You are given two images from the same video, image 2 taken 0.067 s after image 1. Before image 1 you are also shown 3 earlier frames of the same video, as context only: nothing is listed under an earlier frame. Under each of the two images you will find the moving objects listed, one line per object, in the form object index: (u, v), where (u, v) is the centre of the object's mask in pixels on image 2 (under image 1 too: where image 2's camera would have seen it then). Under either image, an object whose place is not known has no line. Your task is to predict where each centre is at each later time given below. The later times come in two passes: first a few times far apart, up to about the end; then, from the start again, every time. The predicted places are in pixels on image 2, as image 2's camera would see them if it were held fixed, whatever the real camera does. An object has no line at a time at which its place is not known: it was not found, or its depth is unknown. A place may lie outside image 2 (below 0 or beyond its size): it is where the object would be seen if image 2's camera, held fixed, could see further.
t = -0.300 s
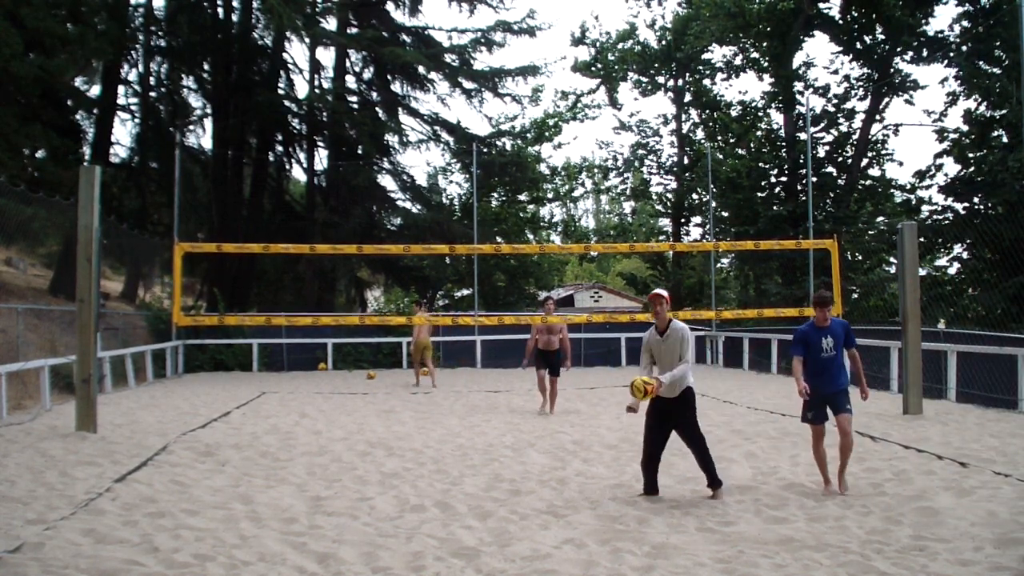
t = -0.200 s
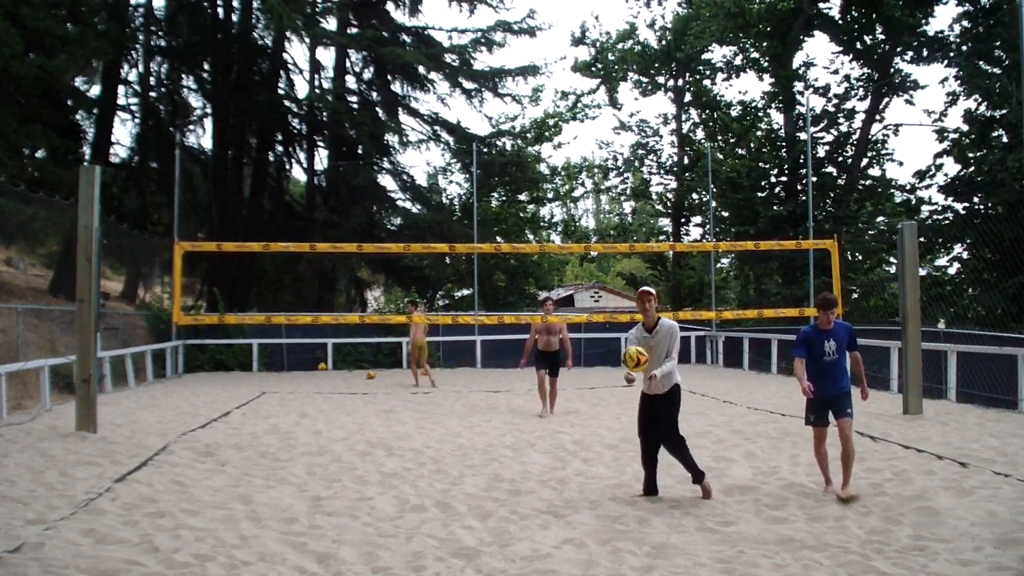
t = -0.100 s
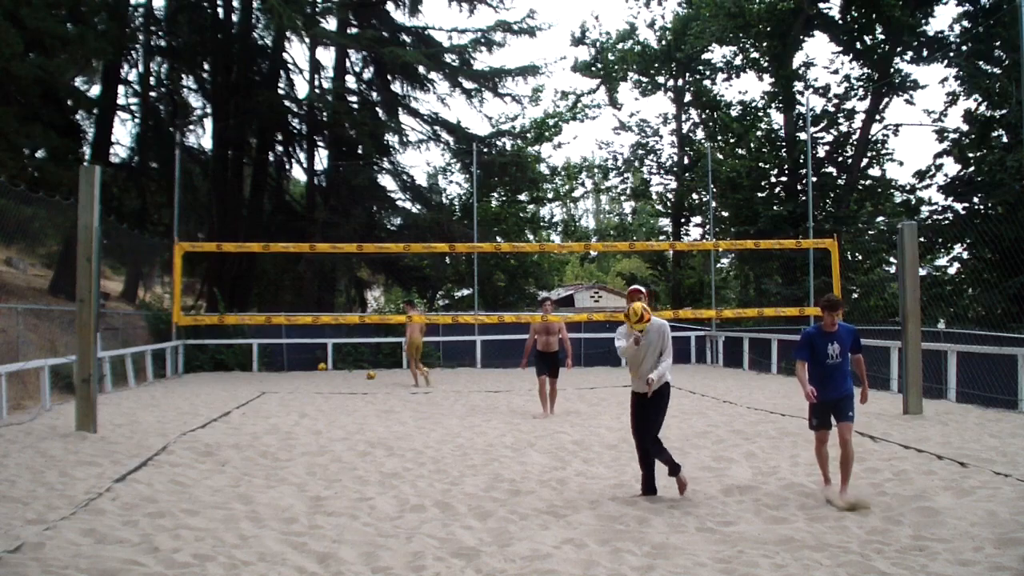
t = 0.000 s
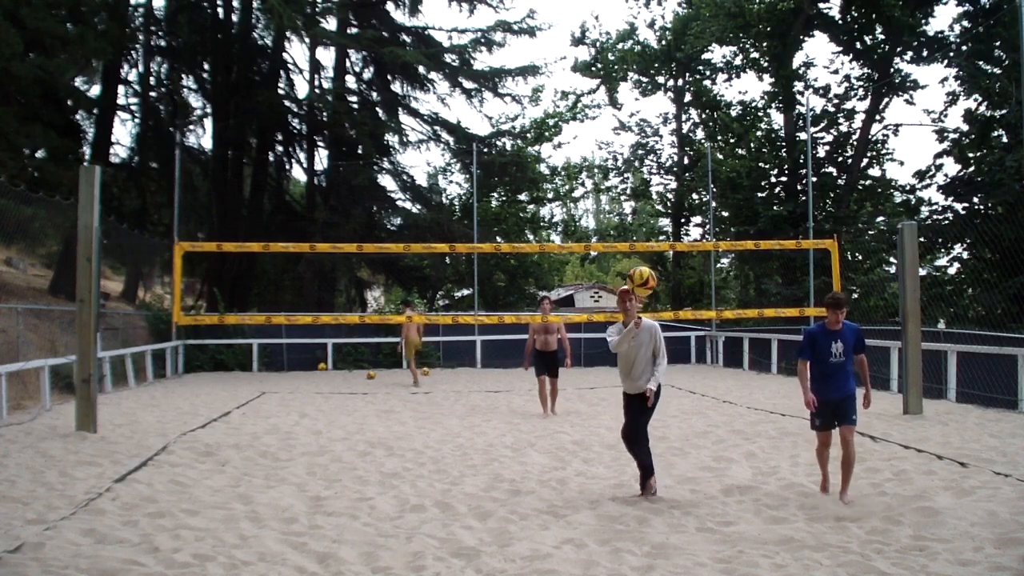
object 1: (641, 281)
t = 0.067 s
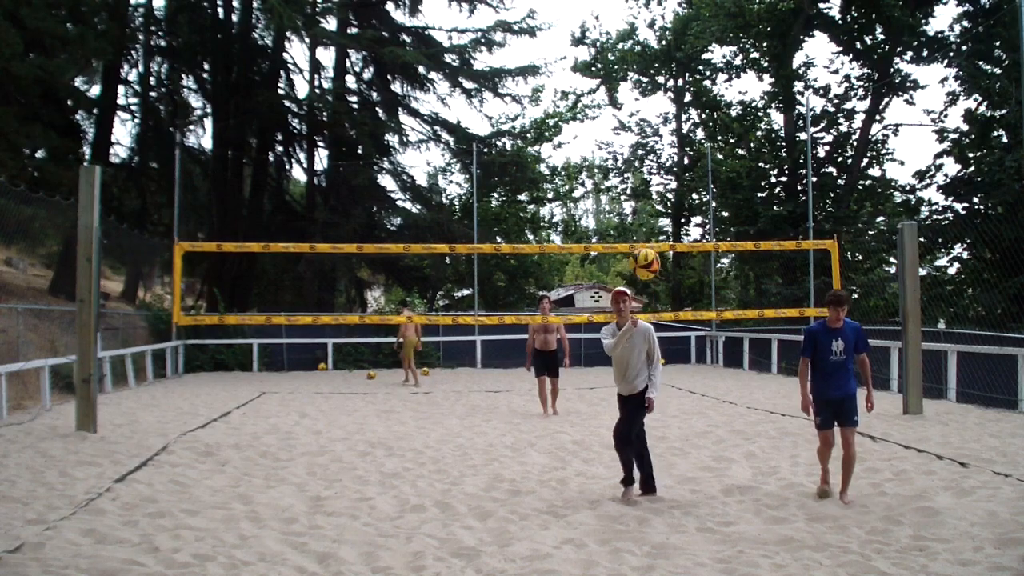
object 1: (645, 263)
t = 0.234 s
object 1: (654, 245)
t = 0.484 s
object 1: (676, 309)
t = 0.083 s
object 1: (645, 260)
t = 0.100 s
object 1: (646, 257)
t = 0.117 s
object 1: (647, 254)
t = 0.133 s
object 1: (648, 251)
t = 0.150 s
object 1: (649, 249)
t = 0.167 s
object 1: (650, 247)
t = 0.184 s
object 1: (651, 246)
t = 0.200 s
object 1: (652, 245)
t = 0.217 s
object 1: (652, 245)
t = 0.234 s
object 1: (654, 245)
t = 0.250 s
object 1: (655, 245)
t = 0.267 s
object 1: (656, 246)
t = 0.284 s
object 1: (658, 247)
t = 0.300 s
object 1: (659, 249)
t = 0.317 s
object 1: (660, 251)
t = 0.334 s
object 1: (662, 254)
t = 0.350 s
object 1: (664, 258)
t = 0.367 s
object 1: (665, 262)
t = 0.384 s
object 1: (666, 267)
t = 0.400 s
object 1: (668, 272)
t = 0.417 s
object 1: (670, 278)
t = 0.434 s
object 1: (671, 285)
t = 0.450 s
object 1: (673, 291)
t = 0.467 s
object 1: (675, 300)
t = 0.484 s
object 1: (676, 309)
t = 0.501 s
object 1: (679, 319)
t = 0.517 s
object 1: (681, 330)
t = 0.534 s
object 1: (683, 341)
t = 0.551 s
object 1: (685, 353)
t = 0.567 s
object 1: (686, 366)
